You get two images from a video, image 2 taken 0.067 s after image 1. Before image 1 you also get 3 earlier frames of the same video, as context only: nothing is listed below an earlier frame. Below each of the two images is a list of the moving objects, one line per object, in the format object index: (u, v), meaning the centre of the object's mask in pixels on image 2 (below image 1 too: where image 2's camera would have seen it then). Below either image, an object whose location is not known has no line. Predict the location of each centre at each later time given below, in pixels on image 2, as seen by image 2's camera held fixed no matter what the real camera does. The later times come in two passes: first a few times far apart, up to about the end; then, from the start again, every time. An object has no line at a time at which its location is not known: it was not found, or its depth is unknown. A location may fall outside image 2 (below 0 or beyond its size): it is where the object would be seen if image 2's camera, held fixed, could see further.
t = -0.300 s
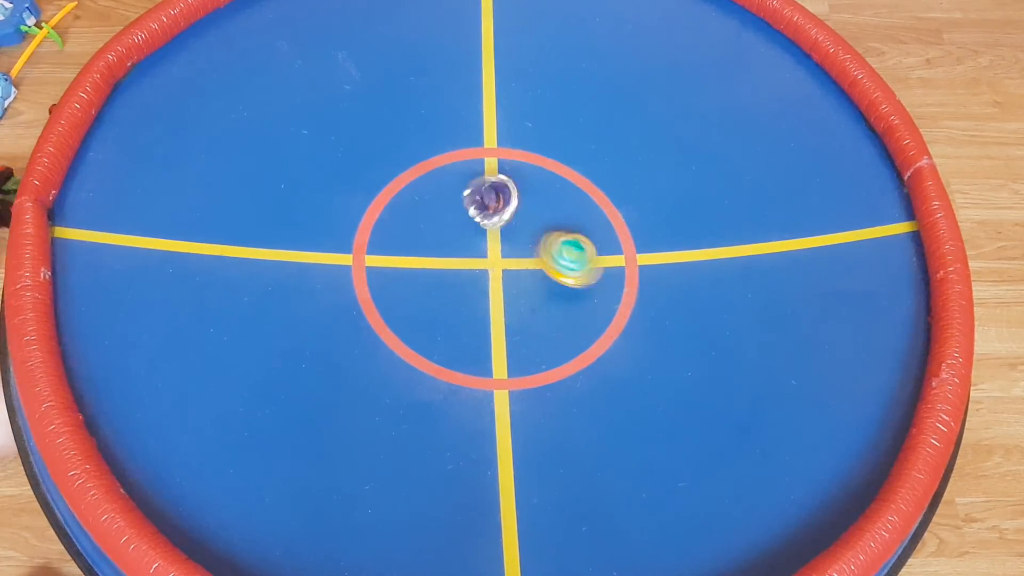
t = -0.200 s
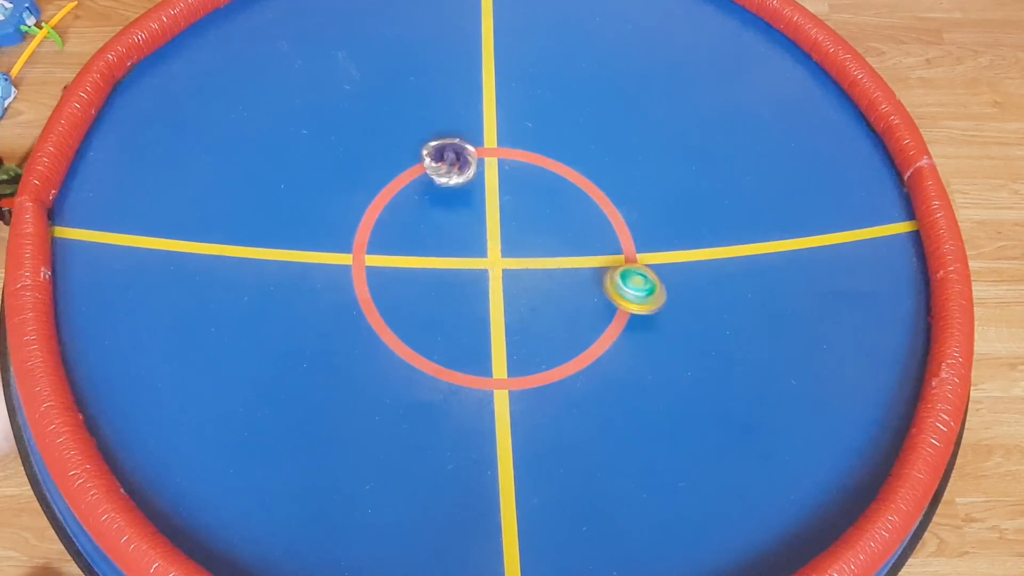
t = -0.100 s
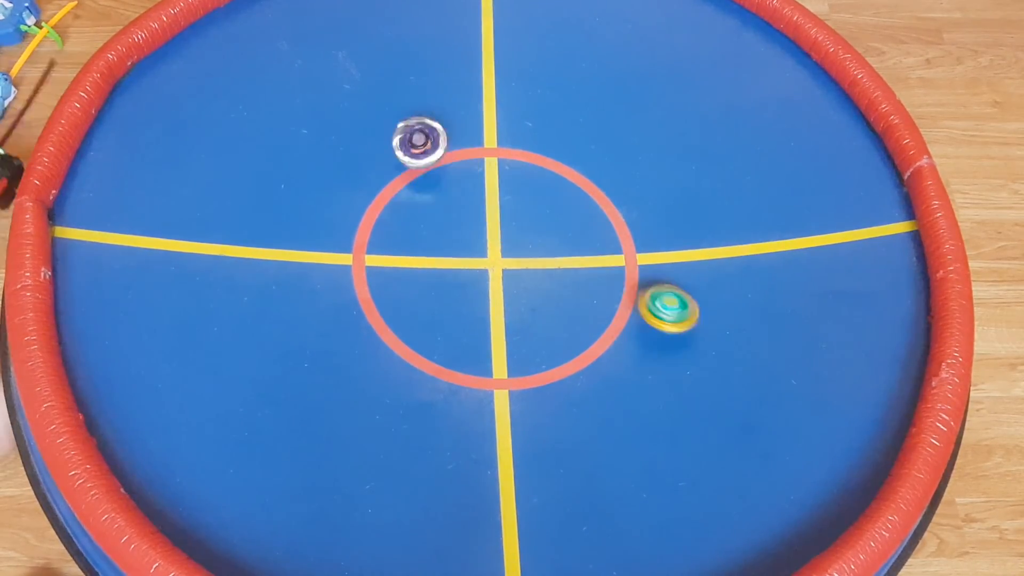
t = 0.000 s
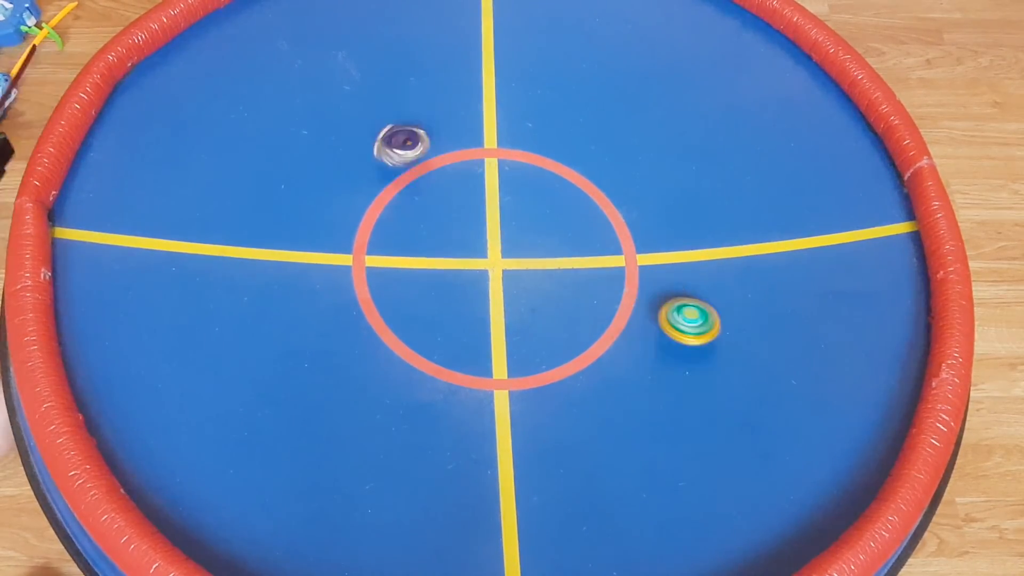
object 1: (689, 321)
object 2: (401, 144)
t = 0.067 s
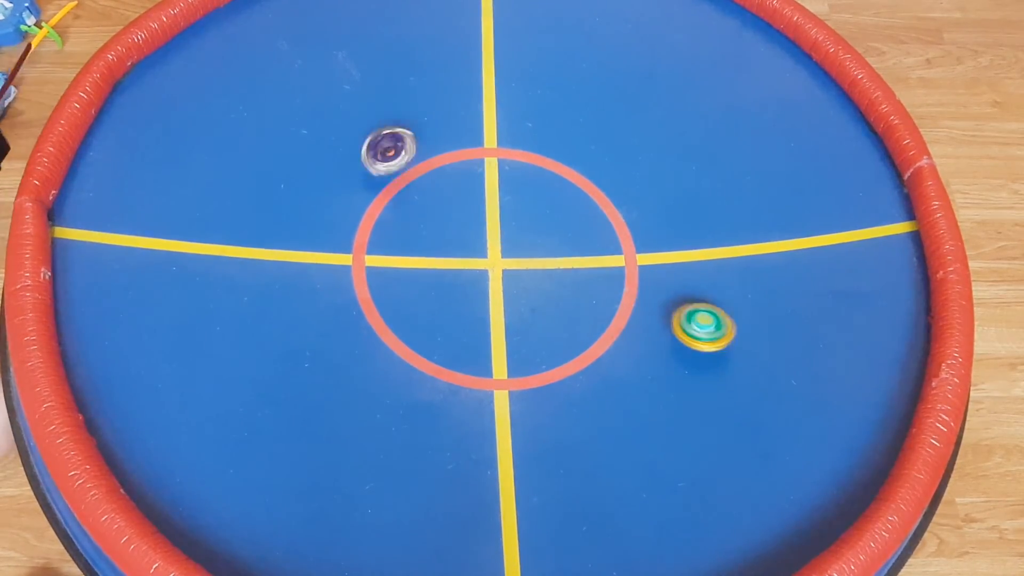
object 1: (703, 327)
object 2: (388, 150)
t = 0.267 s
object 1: (723, 331)
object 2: (384, 191)
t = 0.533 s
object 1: (715, 327)
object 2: (407, 228)
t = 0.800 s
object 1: (665, 306)
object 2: (470, 249)
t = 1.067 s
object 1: (611, 299)
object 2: (548, 256)
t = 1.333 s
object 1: (731, 345)
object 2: (457, 229)
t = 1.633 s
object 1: (745, 335)
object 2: (434, 228)
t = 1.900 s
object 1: (709, 322)
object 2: (434, 237)
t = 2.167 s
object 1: (620, 313)
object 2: (435, 256)
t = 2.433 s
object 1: (526, 302)
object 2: (429, 266)
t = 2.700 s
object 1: (503, 314)
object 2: (434, 259)
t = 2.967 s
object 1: (522, 316)
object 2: (432, 251)
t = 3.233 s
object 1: (521, 297)
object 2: (435, 256)
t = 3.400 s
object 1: (505, 288)
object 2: (434, 263)
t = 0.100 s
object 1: (710, 329)
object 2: (382, 159)
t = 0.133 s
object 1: (716, 331)
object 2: (381, 162)
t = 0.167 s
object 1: (720, 332)
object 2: (380, 172)
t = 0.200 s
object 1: (723, 332)
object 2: (382, 178)
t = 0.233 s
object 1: (723, 332)
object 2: (383, 184)
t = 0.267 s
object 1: (723, 331)
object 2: (384, 191)
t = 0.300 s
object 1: (723, 331)
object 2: (387, 195)
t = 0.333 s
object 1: (723, 331)
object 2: (389, 200)
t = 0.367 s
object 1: (723, 331)
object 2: (391, 206)
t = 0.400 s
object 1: (722, 330)
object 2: (393, 212)
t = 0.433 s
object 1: (721, 329)
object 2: (396, 216)
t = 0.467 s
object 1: (719, 328)
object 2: (400, 220)
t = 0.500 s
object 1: (717, 328)
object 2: (403, 224)
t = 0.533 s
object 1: (715, 327)
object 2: (407, 228)
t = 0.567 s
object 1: (712, 325)
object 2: (413, 231)
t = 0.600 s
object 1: (708, 323)
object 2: (419, 235)
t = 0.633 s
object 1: (703, 320)
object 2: (426, 237)
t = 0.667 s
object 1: (697, 317)
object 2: (434, 240)
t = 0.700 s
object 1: (690, 315)
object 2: (442, 243)
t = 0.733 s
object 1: (682, 311)
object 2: (451, 245)
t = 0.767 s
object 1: (674, 308)
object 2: (460, 247)
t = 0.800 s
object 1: (665, 306)
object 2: (470, 249)
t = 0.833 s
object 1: (655, 304)
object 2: (482, 251)
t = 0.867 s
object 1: (647, 301)
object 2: (494, 254)
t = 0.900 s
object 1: (638, 300)
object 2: (506, 255)
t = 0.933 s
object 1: (629, 298)
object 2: (518, 257)
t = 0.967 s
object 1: (620, 297)
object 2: (529, 257)
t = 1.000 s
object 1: (611, 297)
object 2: (542, 259)
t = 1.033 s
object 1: (602, 296)
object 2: (554, 261)
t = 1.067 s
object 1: (611, 299)
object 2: (548, 256)
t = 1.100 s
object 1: (640, 306)
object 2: (532, 251)
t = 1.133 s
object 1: (664, 314)
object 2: (516, 246)
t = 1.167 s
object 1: (680, 320)
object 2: (502, 241)
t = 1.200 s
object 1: (694, 330)
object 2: (489, 237)
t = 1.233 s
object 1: (707, 335)
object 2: (477, 233)
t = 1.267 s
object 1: (717, 338)
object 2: (468, 231)
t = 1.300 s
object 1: (725, 343)
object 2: (462, 230)
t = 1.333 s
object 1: (731, 345)
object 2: (457, 229)
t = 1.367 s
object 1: (735, 346)
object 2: (452, 227)
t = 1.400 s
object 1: (738, 346)
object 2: (448, 227)
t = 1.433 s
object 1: (741, 345)
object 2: (445, 226)
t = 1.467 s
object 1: (743, 345)
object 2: (442, 226)
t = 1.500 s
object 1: (746, 344)
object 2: (440, 226)
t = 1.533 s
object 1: (747, 343)
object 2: (438, 226)
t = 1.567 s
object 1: (747, 340)
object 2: (436, 227)
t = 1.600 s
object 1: (746, 338)
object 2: (435, 227)
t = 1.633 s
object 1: (745, 335)
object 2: (434, 228)
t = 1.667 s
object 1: (743, 332)
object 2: (433, 229)
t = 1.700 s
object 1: (739, 329)
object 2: (432, 229)
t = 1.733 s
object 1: (735, 327)
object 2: (433, 230)
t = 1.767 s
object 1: (731, 325)
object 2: (433, 231)
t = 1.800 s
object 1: (726, 324)
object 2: (434, 232)
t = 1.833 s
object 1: (721, 323)
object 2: (434, 234)
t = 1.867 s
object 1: (715, 322)
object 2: (434, 235)
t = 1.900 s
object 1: (709, 322)
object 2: (434, 237)
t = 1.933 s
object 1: (703, 321)
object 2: (434, 239)
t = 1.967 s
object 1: (695, 321)
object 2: (434, 241)
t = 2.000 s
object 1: (687, 319)
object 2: (434, 244)
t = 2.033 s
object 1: (677, 319)
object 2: (435, 246)
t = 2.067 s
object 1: (664, 317)
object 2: (435, 248)
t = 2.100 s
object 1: (651, 316)
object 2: (436, 251)
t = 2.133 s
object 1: (635, 315)
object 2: (436, 253)
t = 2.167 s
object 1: (620, 313)
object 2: (435, 256)
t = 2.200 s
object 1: (605, 311)
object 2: (435, 258)
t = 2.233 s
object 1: (591, 307)
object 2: (434, 260)
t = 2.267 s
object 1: (578, 305)
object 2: (433, 262)
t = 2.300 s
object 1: (566, 303)
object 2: (432, 263)
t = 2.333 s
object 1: (554, 302)
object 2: (431, 265)
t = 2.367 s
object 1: (544, 302)
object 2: (430, 266)
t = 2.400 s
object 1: (534, 302)
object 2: (429, 266)
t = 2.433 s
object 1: (526, 302)
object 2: (429, 266)
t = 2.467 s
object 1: (518, 302)
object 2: (429, 266)
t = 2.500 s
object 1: (511, 303)
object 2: (429, 266)
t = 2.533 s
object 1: (507, 304)
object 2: (430, 266)
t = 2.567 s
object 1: (504, 306)
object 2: (431, 265)
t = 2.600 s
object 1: (503, 307)
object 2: (432, 264)
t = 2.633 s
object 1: (502, 309)
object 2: (434, 262)
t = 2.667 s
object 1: (502, 312)
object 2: (434, 261)
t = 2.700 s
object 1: (503, 314)
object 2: (434, 259)
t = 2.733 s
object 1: (504, 316)
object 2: (435, 258)
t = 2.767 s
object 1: (506, 318)
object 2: (435, 256)
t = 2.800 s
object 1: (508, 319)
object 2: (434, 255)
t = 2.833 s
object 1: (511, 319)
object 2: (434, 253)
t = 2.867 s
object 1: (514, 319)
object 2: (433, 252)
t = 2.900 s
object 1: (517, 319)
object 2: (432, 251)
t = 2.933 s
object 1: (520, 318)
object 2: (432, 251)
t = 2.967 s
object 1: (522, 316)
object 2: (432, 251)
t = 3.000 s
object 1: (524, 314)
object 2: (432, 251)
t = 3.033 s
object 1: (525, 312)
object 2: (432, 251)
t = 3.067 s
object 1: (525, 310)
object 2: (432, 251)
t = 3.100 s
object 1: (526, 307)
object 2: (432, 251)
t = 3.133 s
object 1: (525, 304)
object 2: (433, 252)
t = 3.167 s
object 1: (525, 302)
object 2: (434, 253)
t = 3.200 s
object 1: (523, 299)
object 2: (434, 254)
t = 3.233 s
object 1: (521, 297)
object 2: (435, 256)
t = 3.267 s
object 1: (518, 295)
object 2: (435, 257)
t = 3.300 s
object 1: (516, 293)
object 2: (435, 259)
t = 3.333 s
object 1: (512, 291)
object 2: (435, 260)
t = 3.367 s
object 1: (509, 289)
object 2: (434, 261)
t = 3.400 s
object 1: (505, 288)
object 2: (434, 263)
